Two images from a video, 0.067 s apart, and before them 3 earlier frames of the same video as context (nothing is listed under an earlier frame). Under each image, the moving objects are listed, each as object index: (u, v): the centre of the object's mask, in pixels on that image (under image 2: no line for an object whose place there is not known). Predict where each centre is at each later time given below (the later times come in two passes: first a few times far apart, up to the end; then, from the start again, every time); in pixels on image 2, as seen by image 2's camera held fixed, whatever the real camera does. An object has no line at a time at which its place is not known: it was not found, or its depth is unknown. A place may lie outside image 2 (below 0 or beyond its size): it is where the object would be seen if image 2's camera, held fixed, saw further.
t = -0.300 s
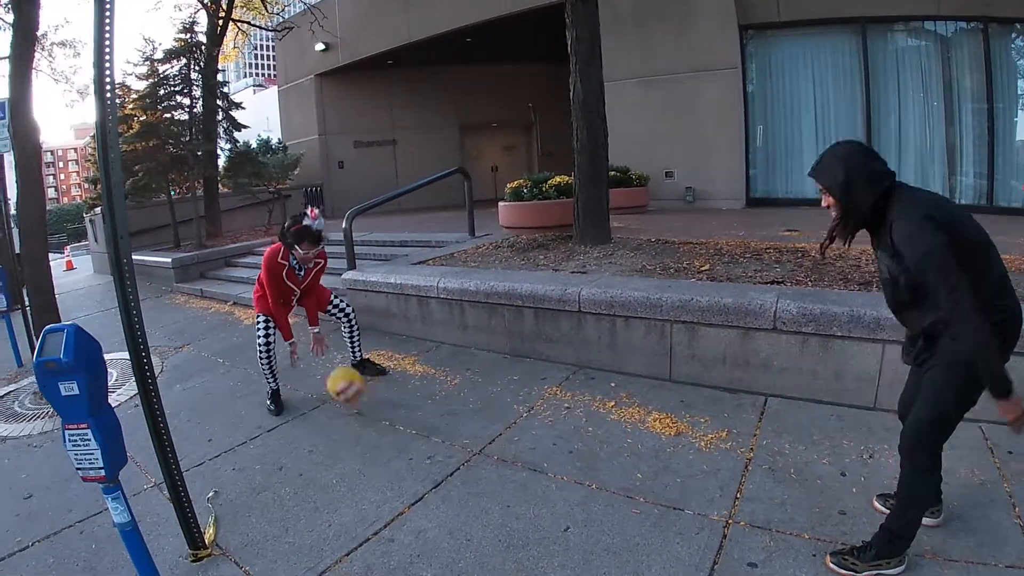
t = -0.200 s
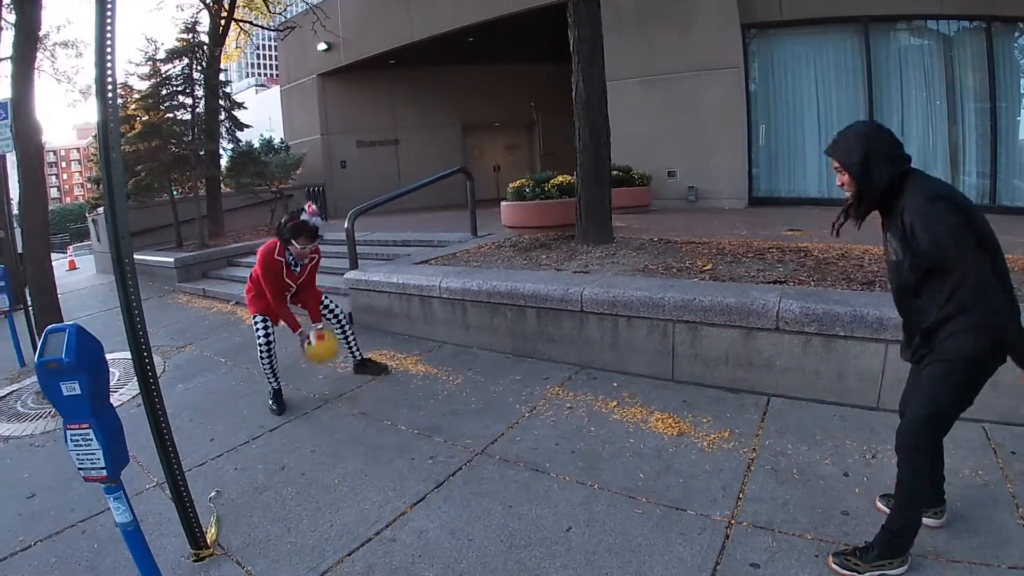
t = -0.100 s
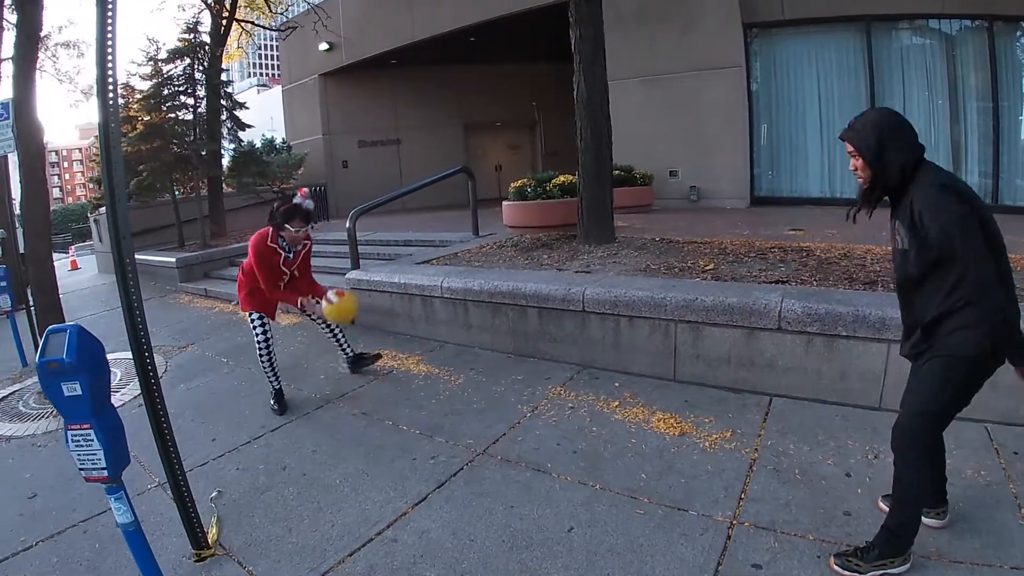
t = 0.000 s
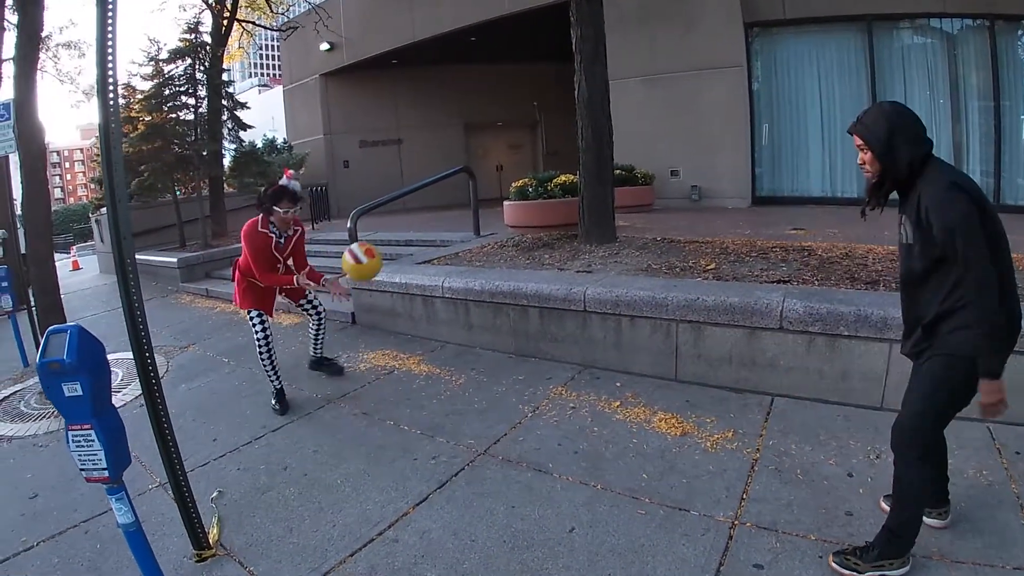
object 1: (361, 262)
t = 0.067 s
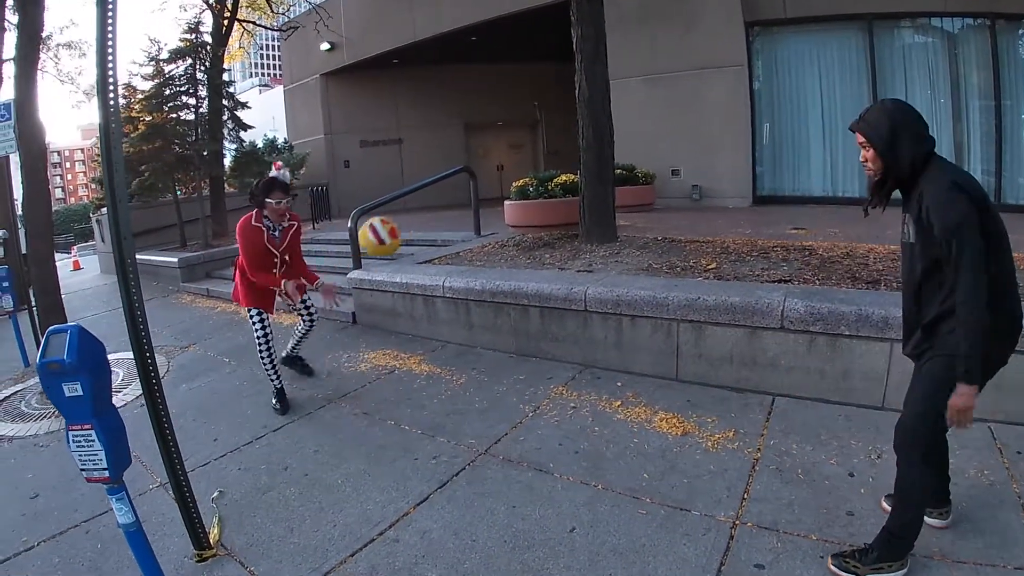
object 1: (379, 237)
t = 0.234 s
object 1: (434, 207)
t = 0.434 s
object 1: (525, 247)
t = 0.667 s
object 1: (651, 428)
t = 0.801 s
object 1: (705, 438)
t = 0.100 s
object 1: (389, 227)
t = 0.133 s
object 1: (399, 219)
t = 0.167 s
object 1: (410, 213)
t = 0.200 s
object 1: (422, 209)
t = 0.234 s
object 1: (434, 207)
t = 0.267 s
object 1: (447, 206)
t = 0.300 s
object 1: (461, 209)
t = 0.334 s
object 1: (476, 214)
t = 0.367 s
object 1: (491, 221)
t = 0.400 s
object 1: (508, 232)
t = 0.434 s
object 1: (525, 247)
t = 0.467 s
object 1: (543, 263)
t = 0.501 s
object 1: (559, 284)
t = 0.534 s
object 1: (579, 308)
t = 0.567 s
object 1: (597, 334)
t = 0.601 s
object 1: (616, 363)
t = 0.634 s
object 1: (634, 394)
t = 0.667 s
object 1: (651, 428)
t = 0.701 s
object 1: (667, 464)
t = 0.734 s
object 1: (680, 477)
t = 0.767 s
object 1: (693, 457)
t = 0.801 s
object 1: (705, 438)
